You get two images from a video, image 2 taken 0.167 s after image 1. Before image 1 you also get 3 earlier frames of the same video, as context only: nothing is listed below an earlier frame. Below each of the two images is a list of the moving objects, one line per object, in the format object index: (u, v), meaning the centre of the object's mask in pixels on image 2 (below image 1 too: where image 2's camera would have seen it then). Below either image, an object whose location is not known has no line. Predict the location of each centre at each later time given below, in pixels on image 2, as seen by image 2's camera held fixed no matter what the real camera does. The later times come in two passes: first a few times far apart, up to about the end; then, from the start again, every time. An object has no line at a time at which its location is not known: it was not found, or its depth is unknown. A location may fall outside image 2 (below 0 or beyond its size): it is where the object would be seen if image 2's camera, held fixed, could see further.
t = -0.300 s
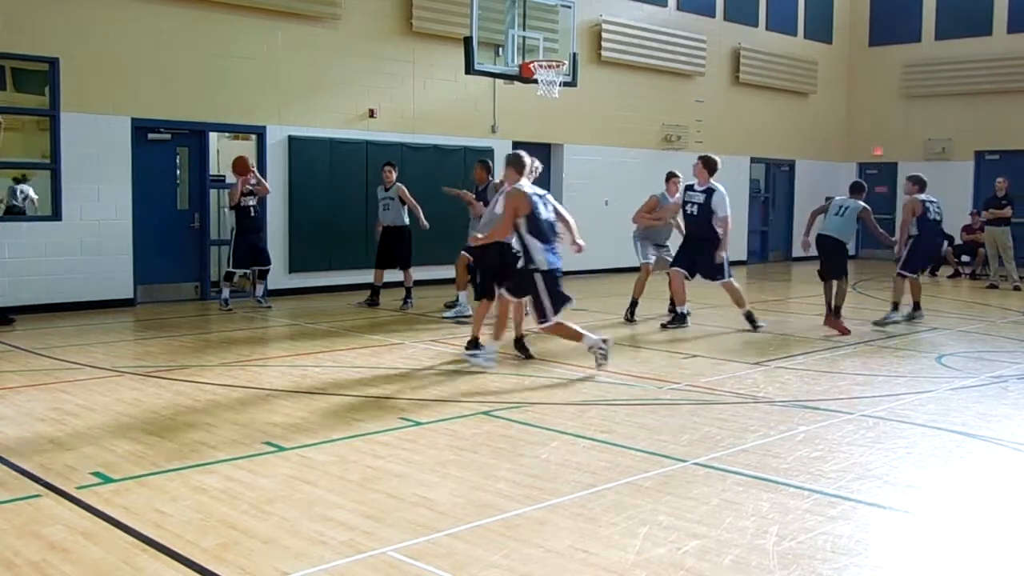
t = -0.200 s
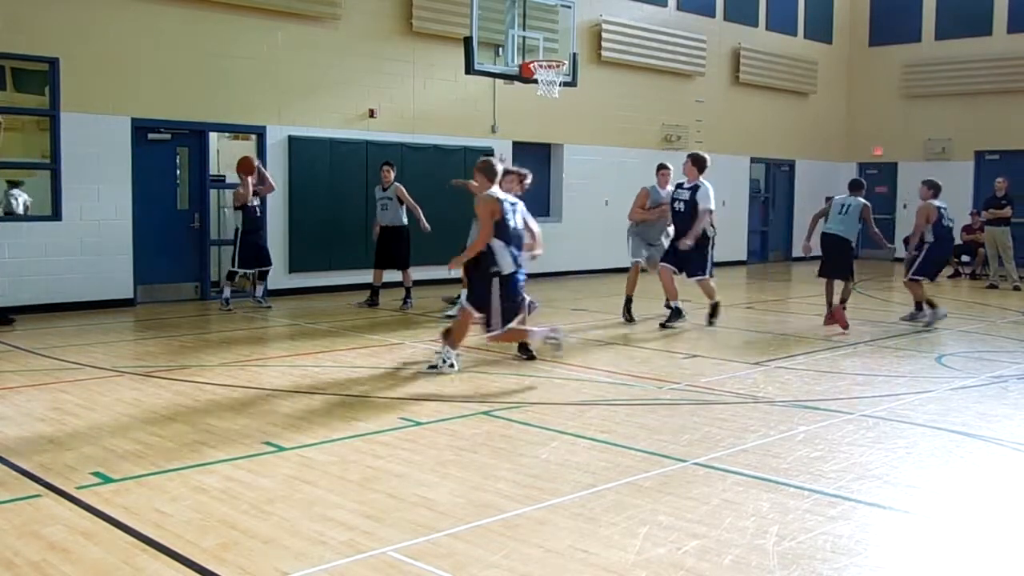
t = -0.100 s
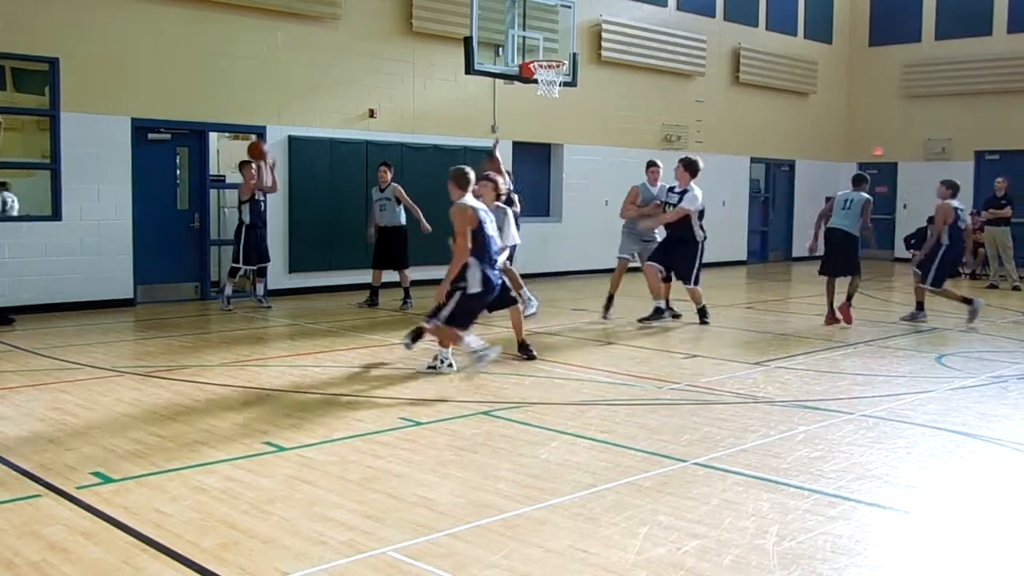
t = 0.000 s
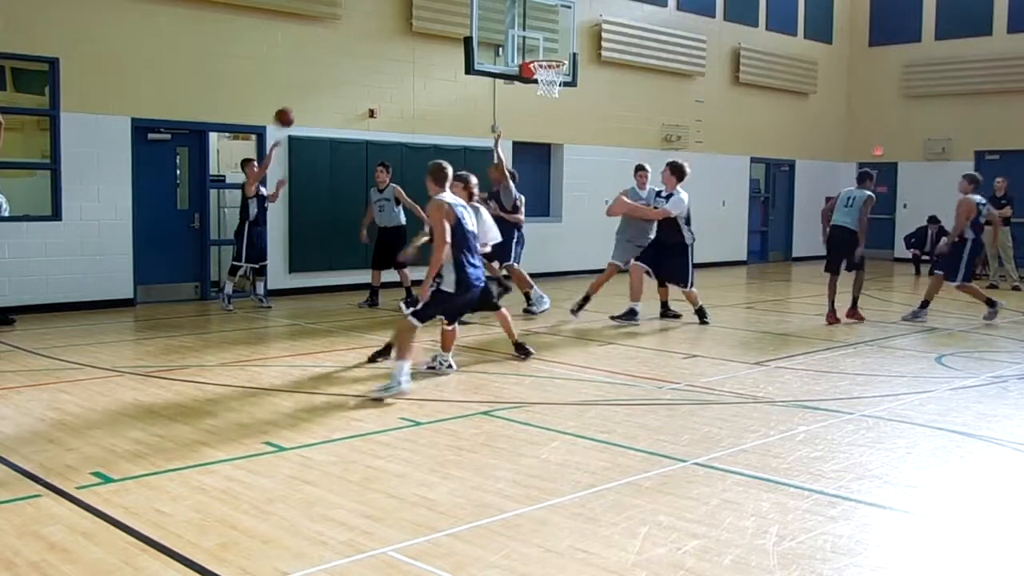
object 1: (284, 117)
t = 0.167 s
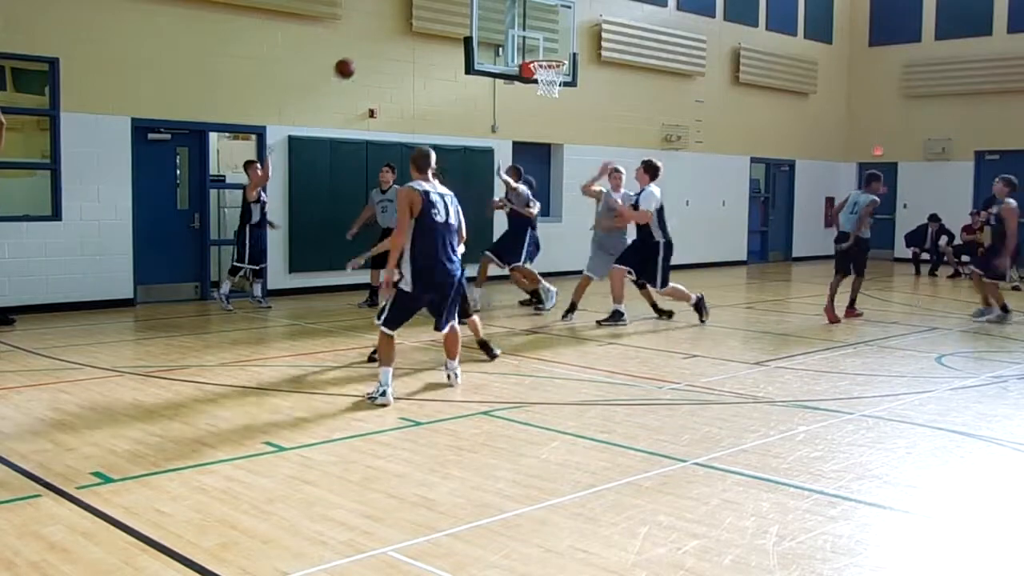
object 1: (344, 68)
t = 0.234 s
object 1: (368, 56)
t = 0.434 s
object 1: (441, 39)
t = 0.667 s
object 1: (524, 63)
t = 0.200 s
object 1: (357, 62)
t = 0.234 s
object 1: (368, 56)
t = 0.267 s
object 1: (381, 50)
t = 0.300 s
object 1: (392, 46)
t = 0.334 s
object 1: (405, 43)
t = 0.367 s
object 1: (416, 41)
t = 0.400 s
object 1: (428, 40)
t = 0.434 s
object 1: (441, 39)
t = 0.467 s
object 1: (452, 40)
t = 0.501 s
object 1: (463, 42)
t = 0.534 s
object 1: (477, 43)
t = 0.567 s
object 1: (488, 47)
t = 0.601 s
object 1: (499, 51)
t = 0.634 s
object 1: (512, 56)
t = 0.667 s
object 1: (524, 63)
